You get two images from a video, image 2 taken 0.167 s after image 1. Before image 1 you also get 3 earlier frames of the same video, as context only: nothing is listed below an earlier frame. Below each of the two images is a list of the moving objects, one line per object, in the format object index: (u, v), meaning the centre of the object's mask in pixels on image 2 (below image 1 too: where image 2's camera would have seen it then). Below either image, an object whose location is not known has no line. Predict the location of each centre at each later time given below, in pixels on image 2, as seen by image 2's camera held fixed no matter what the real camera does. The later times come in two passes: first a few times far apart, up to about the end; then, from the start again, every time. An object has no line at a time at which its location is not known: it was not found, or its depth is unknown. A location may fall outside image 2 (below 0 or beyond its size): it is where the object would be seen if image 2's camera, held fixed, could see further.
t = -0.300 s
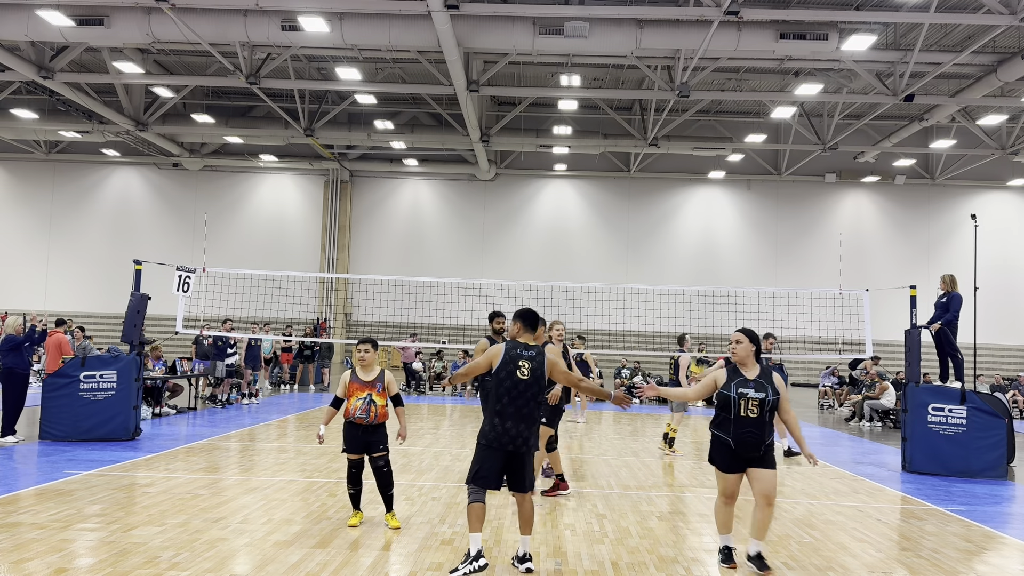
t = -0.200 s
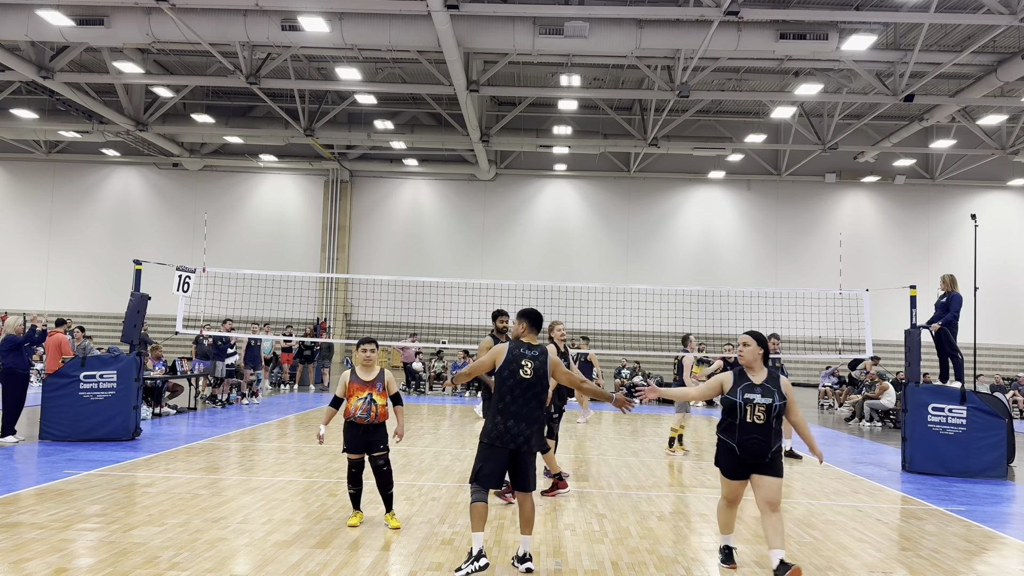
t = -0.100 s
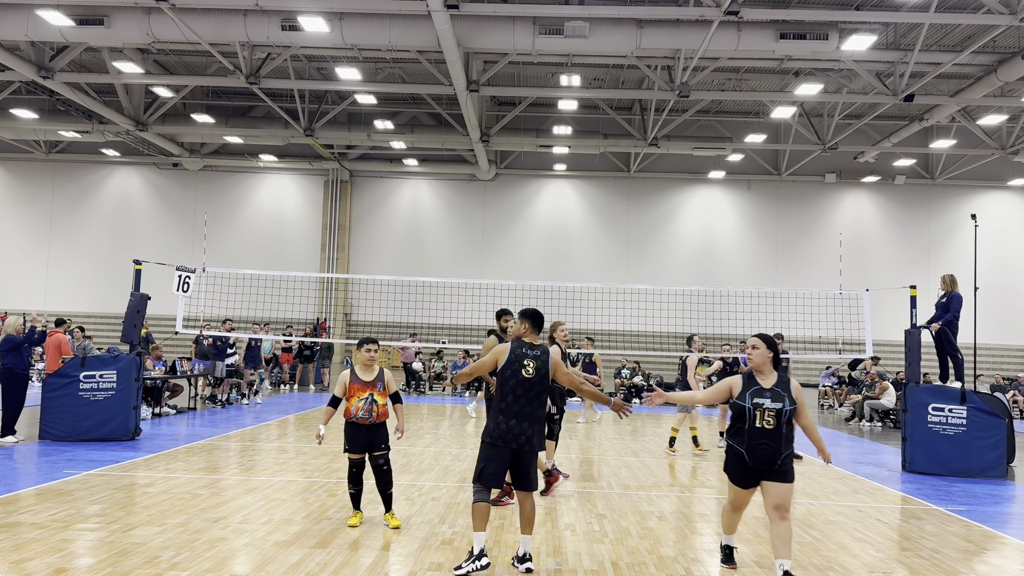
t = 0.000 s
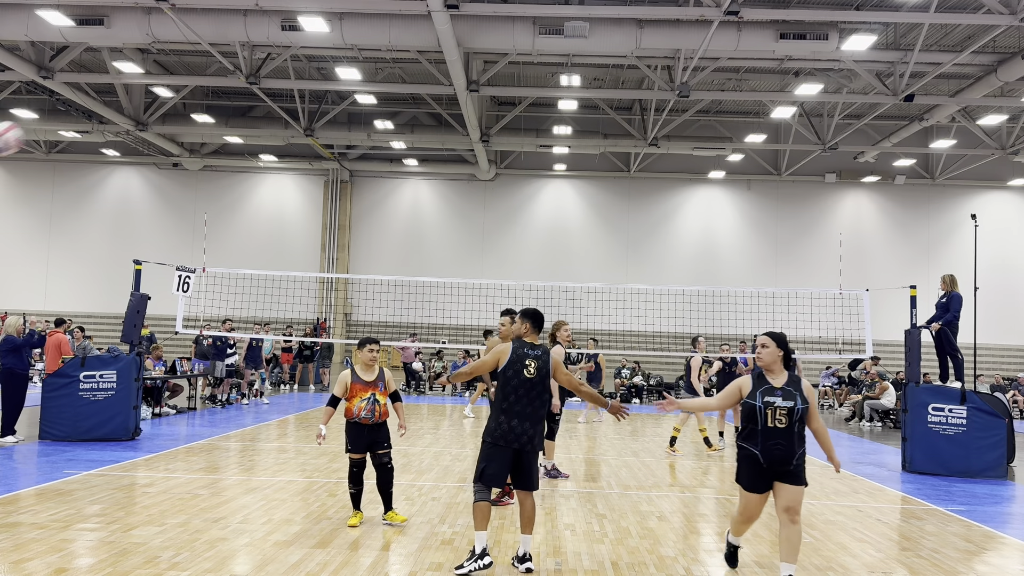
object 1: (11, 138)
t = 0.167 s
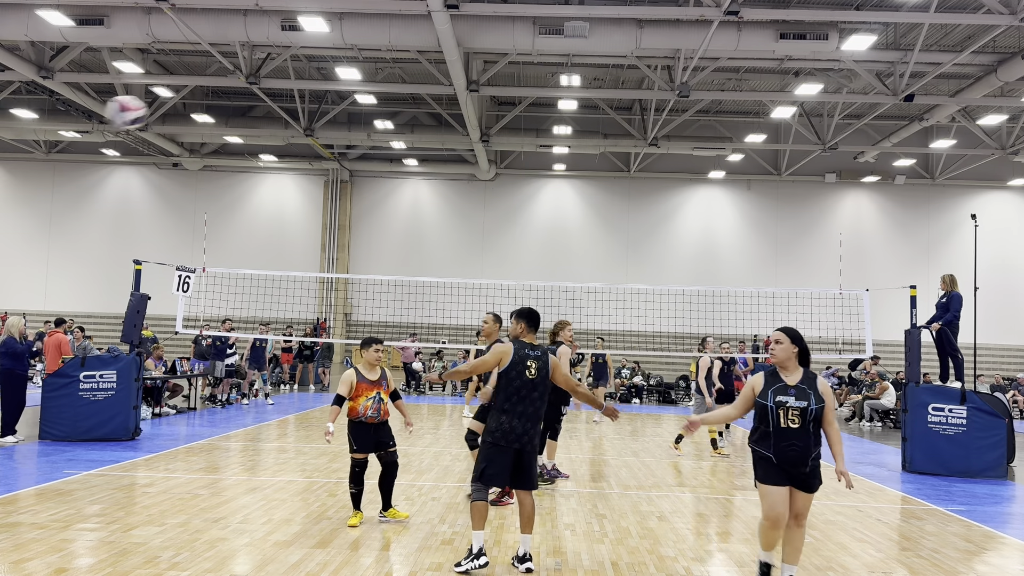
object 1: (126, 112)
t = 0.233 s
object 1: (177, 112)
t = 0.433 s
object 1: (340, 158)
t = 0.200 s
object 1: (152, 111)
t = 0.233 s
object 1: (177, 112)
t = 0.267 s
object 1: (204, 116)
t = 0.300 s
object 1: (231, 119)
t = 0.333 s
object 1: (257, 126)
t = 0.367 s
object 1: (285, 135)
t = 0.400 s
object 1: (312, 146)
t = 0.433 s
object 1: (340, 158)
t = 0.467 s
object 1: (367, 172)
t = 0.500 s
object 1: (395, 188)
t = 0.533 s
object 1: (428, 209)
